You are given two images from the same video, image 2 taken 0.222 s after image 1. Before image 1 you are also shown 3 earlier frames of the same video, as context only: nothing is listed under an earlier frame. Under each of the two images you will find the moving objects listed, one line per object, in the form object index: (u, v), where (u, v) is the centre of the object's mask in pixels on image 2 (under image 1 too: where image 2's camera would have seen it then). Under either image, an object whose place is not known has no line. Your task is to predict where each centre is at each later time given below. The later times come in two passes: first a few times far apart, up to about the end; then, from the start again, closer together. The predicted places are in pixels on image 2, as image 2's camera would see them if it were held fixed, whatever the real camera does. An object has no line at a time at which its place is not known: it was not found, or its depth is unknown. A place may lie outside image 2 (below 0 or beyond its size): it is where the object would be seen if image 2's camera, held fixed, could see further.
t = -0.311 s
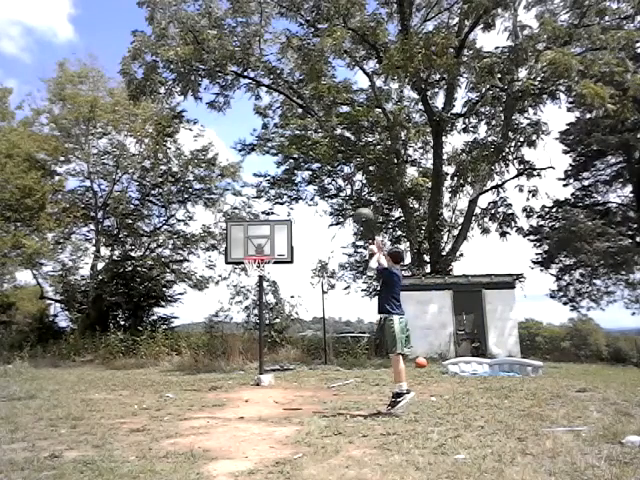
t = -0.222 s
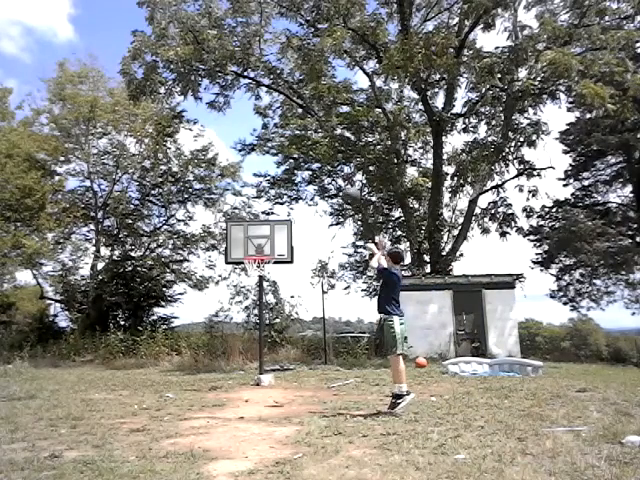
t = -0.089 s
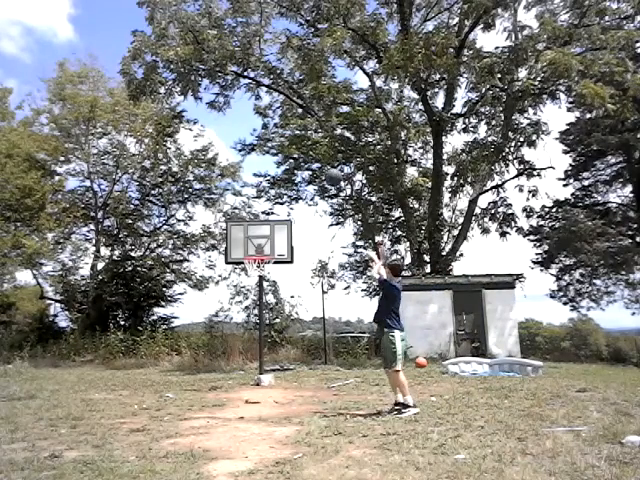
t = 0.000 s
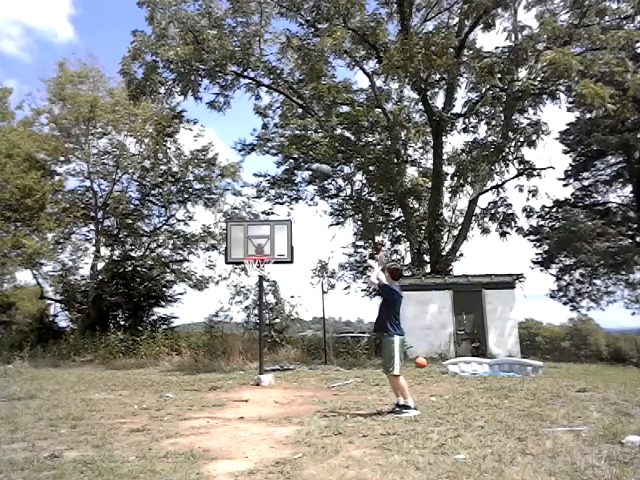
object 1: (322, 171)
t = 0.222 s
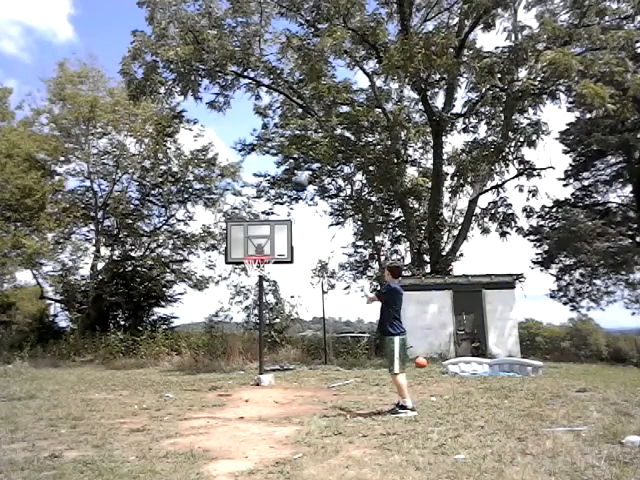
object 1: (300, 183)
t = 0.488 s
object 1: (276, 236)
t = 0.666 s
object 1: (268, 246)
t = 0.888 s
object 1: (260, 254)
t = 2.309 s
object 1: (213, 338)
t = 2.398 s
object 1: (209, 362)
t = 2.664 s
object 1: (198, 348)
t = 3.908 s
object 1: (127, 377)
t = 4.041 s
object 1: (118, 381)
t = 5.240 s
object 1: (52, 392)
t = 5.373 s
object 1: (47, 393)
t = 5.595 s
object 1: (37, 394)
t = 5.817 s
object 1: (28, 395)
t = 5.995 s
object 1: (23, 396)
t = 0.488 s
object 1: (276, 236)
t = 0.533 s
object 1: (272, 246)
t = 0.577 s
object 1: (270, 248)
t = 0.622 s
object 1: (269, 247)
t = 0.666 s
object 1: (268, 246)
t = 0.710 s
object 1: (266, 246)
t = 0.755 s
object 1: (263, 247)
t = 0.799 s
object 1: (262, 249)
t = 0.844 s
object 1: (261, 251)
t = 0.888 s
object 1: (260, 254)
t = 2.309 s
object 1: (213, 338)
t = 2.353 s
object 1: (212, 350)
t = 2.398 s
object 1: (209, 362)
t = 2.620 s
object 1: (200, 355)
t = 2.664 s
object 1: (198, 348)
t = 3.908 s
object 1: (127, 377)
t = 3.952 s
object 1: (123, 386)
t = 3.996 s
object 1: (121, 388)
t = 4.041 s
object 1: (118, 381)
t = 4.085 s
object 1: (116, 378)
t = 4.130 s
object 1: (114, 373)
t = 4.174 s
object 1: (111, 371)
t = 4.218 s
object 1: (109, 370)
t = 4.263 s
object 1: (106, 370)
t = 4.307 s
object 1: (103, 372)
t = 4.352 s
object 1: (101, 374)
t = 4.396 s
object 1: (97, 379)
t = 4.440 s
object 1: (95, 384)
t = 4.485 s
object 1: (92, 390)
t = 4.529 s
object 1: (89, 388)
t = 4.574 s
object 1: (87, 383)
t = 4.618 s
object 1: (85, 381)
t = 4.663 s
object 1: (82, 379)
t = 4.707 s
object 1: (79, 379)
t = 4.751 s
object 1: (76, 381)
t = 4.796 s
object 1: (73, 383)
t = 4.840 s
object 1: (71, 386)
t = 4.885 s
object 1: (67, 391)
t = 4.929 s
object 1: (65, 391)
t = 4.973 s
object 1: (63, 389)
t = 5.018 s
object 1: (62, 387)
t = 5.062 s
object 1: (60, 387)
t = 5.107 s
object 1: (58, 388)
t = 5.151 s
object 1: (56, 390)
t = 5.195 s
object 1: (54, 392)
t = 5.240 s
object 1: (52, 392)
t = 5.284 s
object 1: (50, 392)
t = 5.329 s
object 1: (49, 392)
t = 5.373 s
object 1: (47, 393)
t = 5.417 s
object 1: (45, 393)
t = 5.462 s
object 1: (43, 393)
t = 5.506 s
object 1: (40, 394)
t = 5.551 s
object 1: (39, 393)
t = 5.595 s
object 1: (37, 394)
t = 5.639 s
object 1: (35, 394)
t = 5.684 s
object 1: (33, 394)
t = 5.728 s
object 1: (32, 394)
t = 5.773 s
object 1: (30, 395)
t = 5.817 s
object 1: (28, 395)
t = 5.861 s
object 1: (27, 395)
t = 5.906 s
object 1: (25, 395)
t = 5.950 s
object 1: (24, 395)
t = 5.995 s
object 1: (23, 396)
